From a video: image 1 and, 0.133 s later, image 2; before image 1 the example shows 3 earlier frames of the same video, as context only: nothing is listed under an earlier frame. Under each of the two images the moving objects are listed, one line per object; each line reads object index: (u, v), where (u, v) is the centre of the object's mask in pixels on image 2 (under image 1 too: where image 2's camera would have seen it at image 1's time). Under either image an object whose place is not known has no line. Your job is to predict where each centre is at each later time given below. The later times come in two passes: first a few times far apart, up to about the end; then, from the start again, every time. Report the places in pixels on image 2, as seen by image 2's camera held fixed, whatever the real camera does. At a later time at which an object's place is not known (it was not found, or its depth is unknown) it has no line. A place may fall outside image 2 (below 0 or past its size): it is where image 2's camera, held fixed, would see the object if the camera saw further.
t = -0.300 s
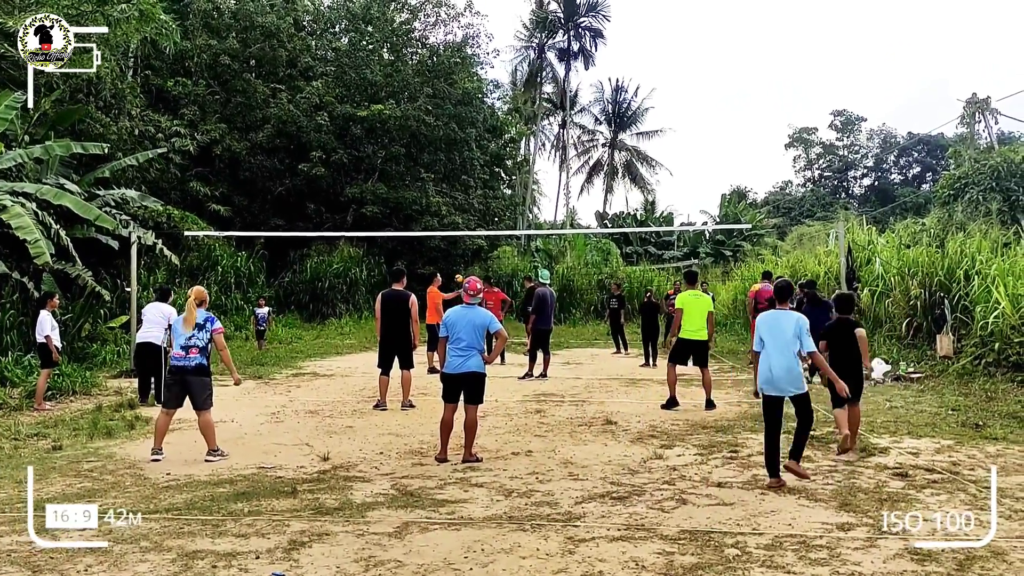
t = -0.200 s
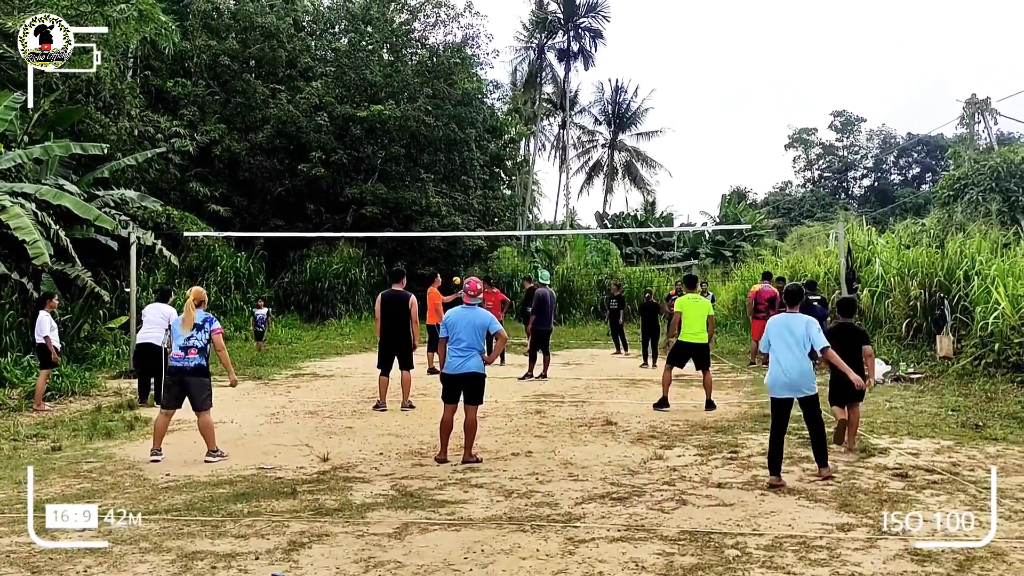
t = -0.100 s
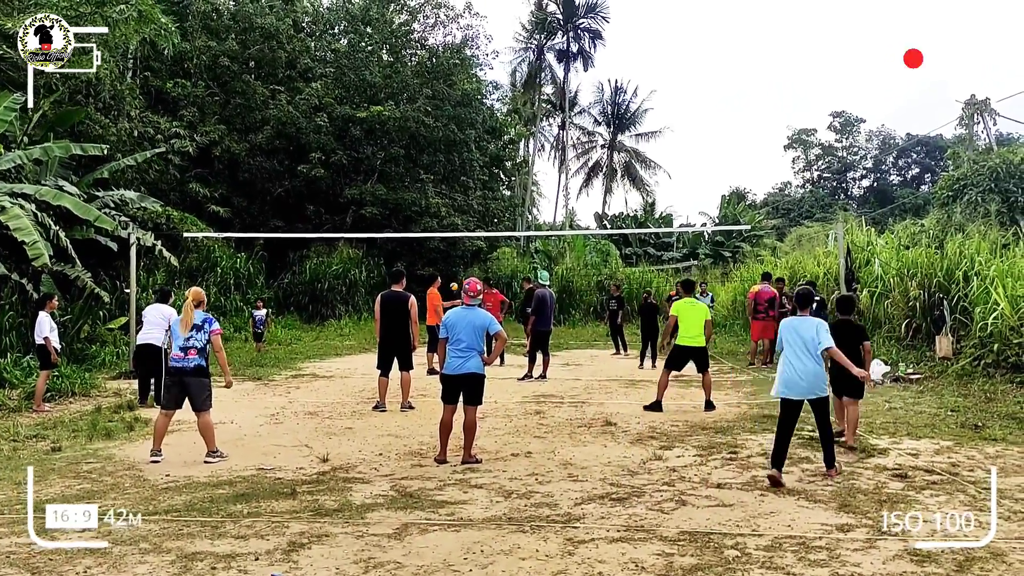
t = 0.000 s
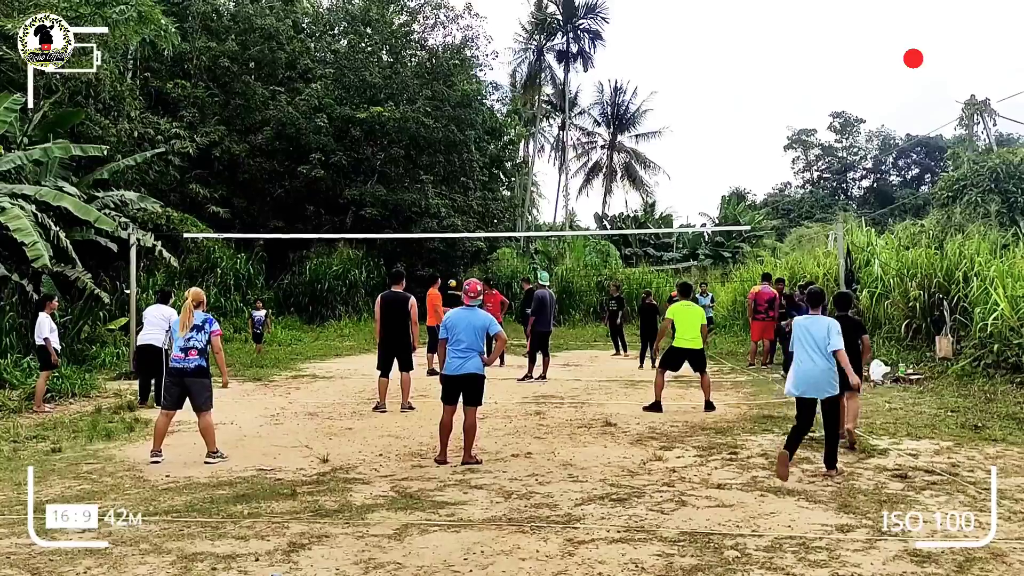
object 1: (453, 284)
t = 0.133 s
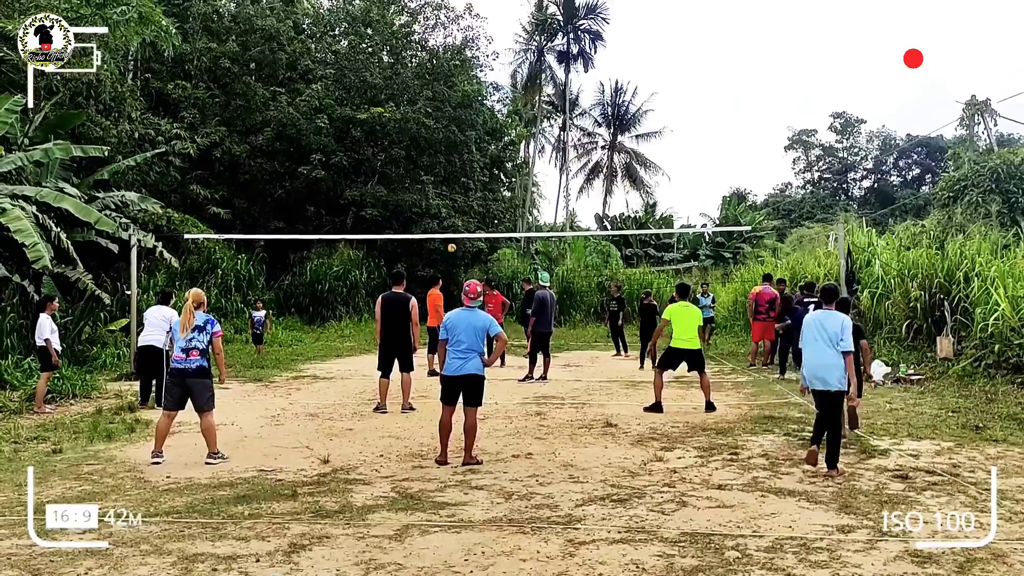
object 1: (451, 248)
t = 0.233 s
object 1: (450, 223)
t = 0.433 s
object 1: (446, 176)
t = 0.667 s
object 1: (441, 136)
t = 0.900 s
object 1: (435, 121)
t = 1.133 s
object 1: (427, 143)
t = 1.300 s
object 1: (418, 192)
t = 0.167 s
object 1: (451, 240)
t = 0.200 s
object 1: (451, 229)
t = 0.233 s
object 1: (450, 223)
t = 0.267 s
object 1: (449, 215)
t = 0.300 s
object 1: (449, 206)
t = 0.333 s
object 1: (449, 198)
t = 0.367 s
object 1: (448, 190)
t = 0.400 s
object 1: (447, 183)
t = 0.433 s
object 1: (446, 176)
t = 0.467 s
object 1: (445, 170)
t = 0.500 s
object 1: (444, 164)
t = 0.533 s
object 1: (444, 158)
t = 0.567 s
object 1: (443, 151)
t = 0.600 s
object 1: (443, 146)
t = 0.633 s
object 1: (442, 141)
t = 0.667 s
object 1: (441, 136)
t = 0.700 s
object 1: (440, 133)
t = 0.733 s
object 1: (439, 129)
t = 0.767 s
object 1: (439, 126)
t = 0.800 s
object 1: (438, 124)
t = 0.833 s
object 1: (437, 122)
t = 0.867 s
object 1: (436, 121)
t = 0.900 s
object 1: (435, 121)
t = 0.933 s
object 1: (434, 121)
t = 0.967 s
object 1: (433, 122)
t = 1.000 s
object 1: (432, 124)
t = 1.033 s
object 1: (431, 128)
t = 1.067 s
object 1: (430, 131)
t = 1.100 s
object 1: (428, 137)
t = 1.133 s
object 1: (427, 143)
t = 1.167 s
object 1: (426, 150)
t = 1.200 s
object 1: (424, 158)
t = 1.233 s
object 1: (422, 168)
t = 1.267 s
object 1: (420, 179)
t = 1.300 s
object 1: (418, 192)
